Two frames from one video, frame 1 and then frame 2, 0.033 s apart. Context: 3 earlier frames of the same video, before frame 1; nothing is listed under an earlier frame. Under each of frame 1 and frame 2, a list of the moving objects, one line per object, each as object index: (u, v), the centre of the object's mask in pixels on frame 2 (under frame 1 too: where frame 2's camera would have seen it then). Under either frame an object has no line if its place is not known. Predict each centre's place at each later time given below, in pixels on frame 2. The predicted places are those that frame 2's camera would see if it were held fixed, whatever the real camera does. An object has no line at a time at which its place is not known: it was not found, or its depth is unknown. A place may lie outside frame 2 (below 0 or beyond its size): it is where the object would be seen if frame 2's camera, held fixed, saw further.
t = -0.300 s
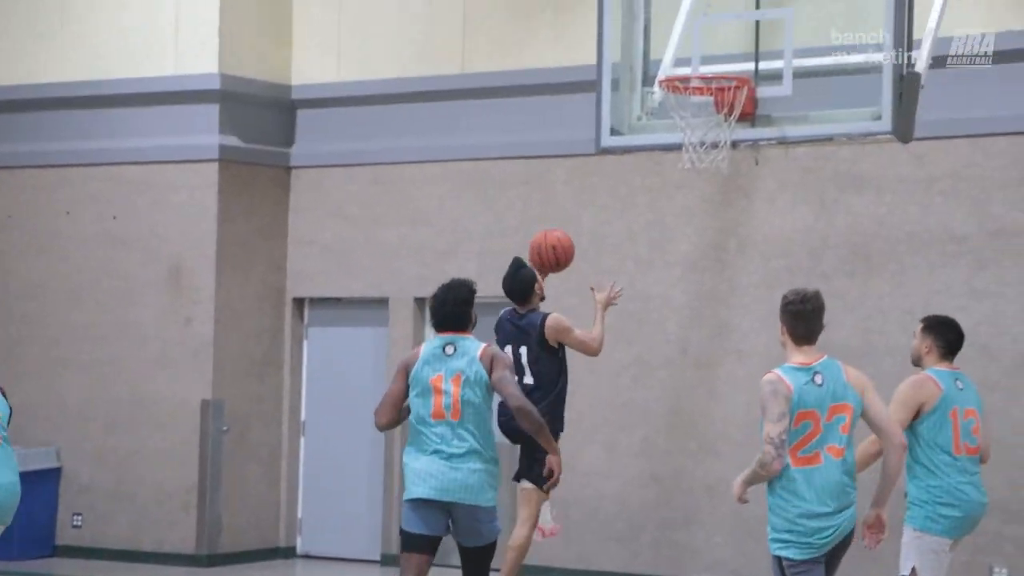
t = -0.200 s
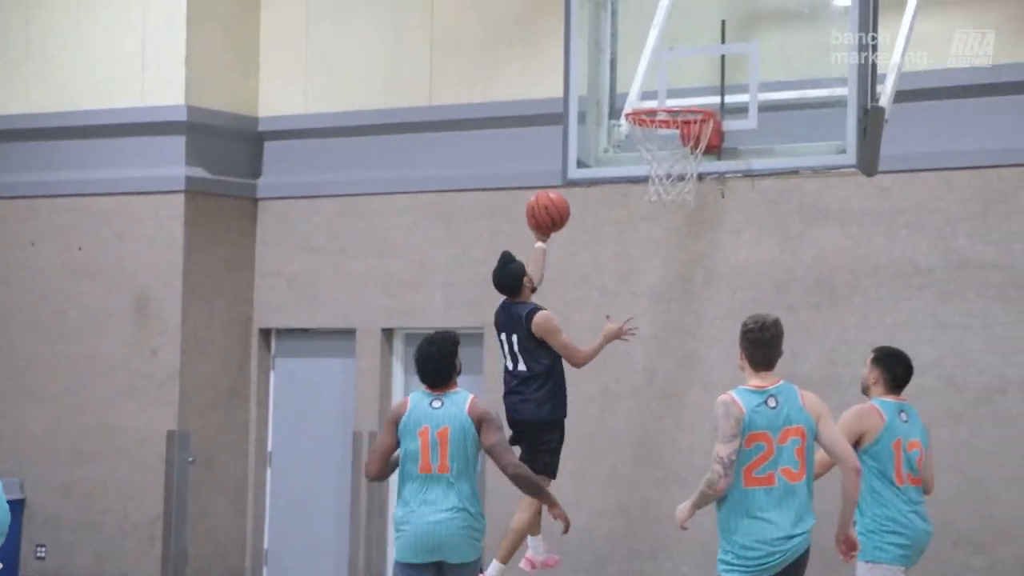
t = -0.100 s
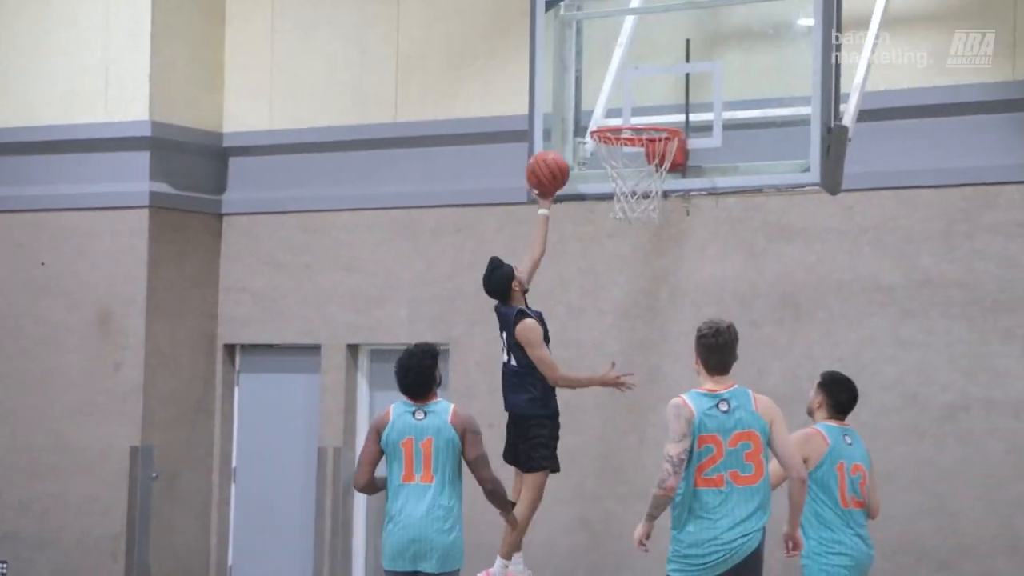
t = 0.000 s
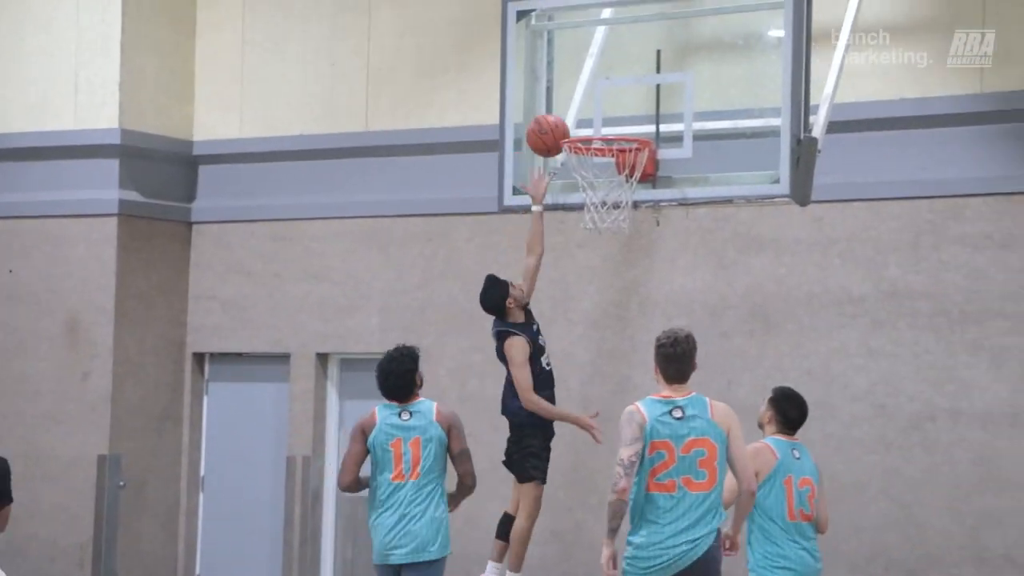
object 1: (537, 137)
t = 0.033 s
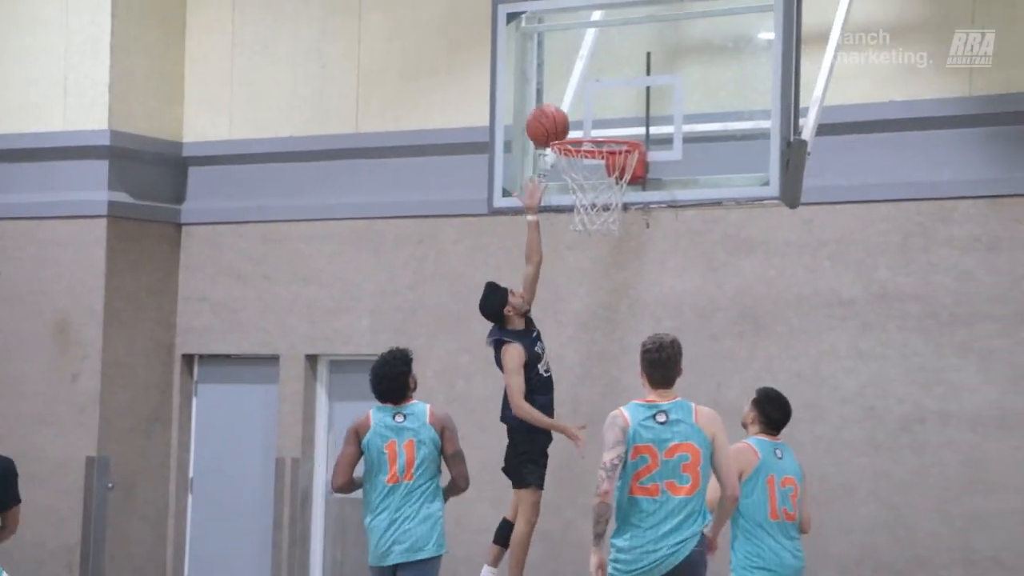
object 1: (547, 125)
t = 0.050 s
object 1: (552, 120)
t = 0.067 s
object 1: (557, 116)
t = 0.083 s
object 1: (562, 112)
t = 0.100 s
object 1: (567, 108)
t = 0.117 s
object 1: (572, 105)
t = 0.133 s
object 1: (577, 102)
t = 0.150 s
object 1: (582, 100)
